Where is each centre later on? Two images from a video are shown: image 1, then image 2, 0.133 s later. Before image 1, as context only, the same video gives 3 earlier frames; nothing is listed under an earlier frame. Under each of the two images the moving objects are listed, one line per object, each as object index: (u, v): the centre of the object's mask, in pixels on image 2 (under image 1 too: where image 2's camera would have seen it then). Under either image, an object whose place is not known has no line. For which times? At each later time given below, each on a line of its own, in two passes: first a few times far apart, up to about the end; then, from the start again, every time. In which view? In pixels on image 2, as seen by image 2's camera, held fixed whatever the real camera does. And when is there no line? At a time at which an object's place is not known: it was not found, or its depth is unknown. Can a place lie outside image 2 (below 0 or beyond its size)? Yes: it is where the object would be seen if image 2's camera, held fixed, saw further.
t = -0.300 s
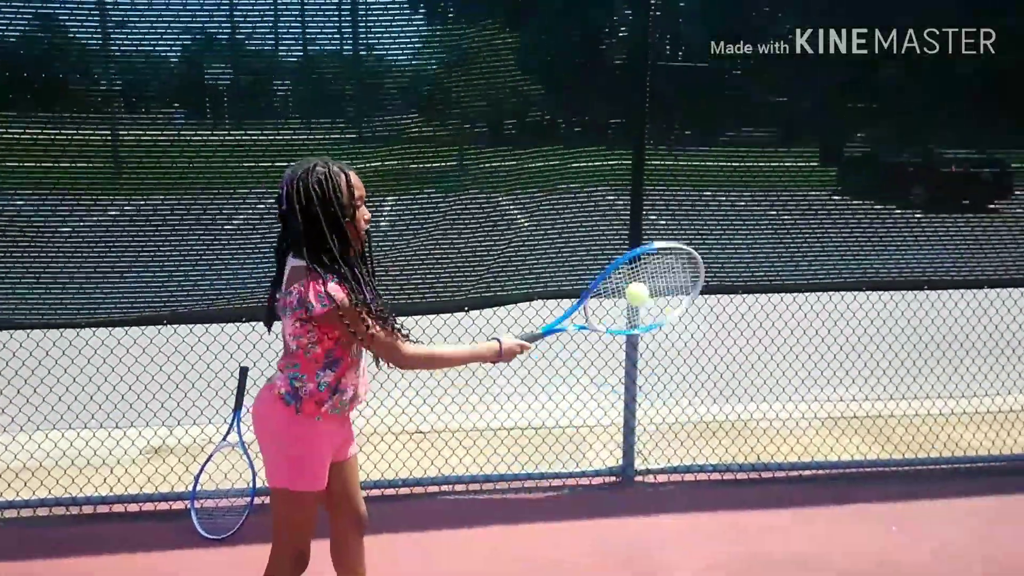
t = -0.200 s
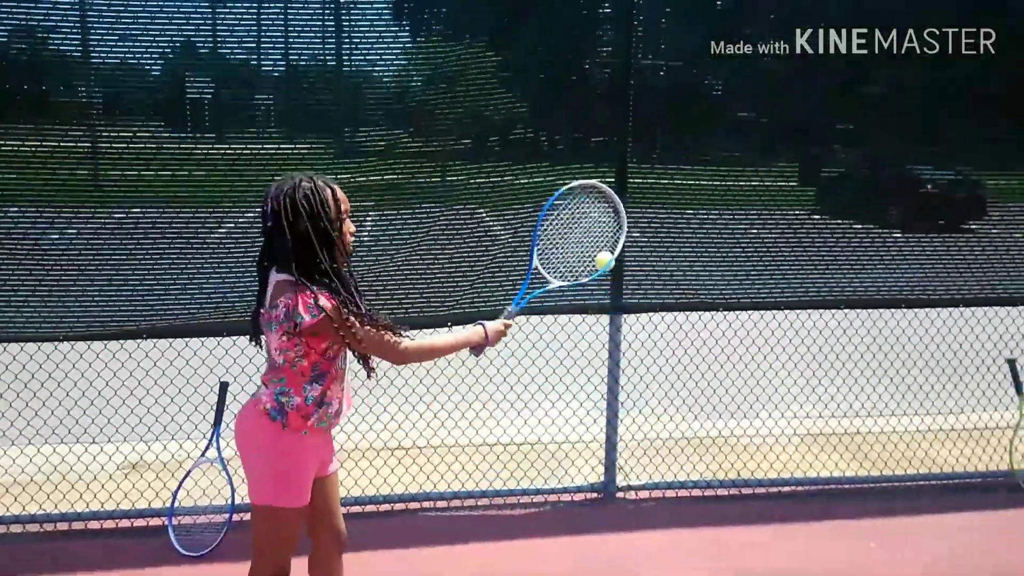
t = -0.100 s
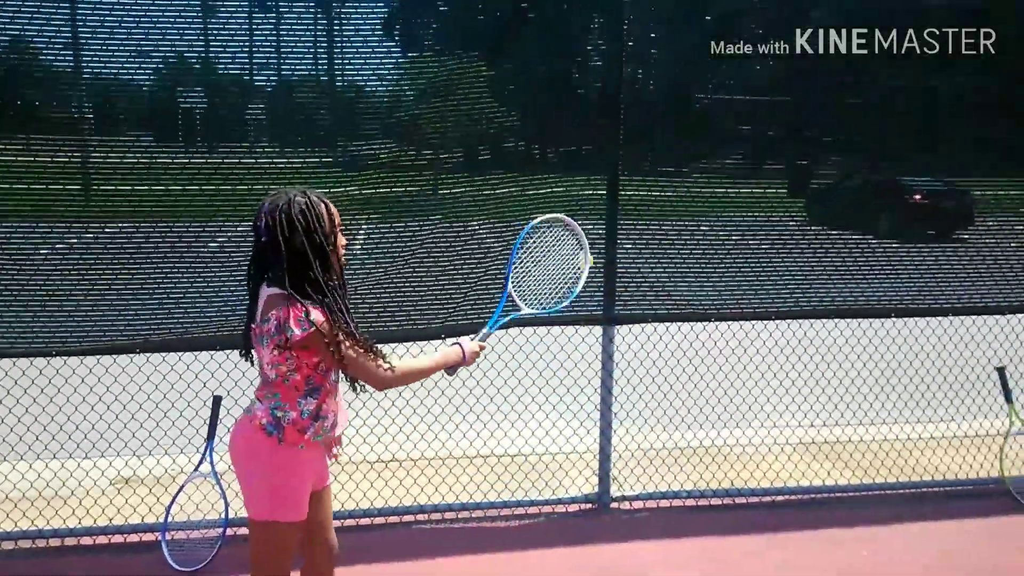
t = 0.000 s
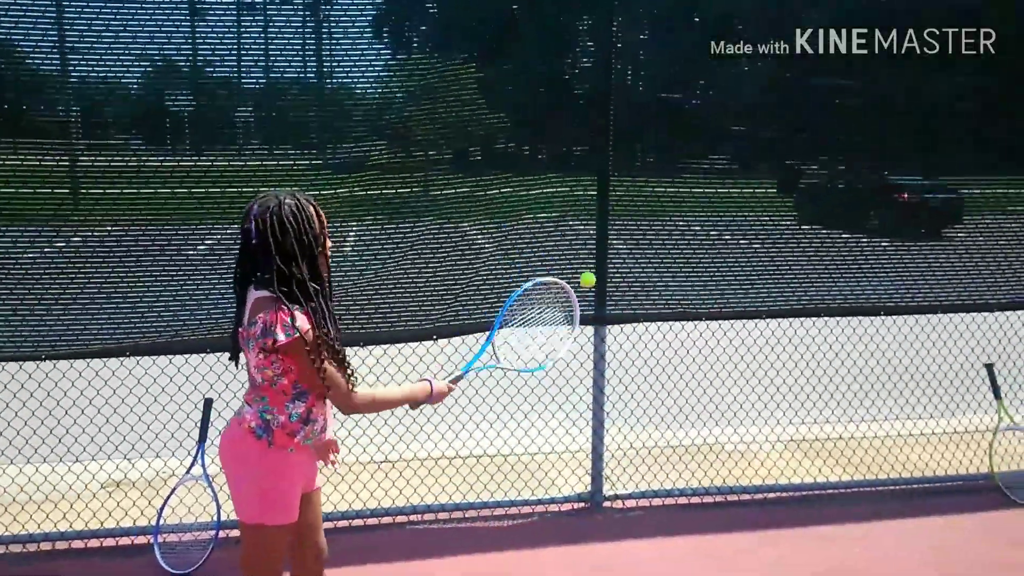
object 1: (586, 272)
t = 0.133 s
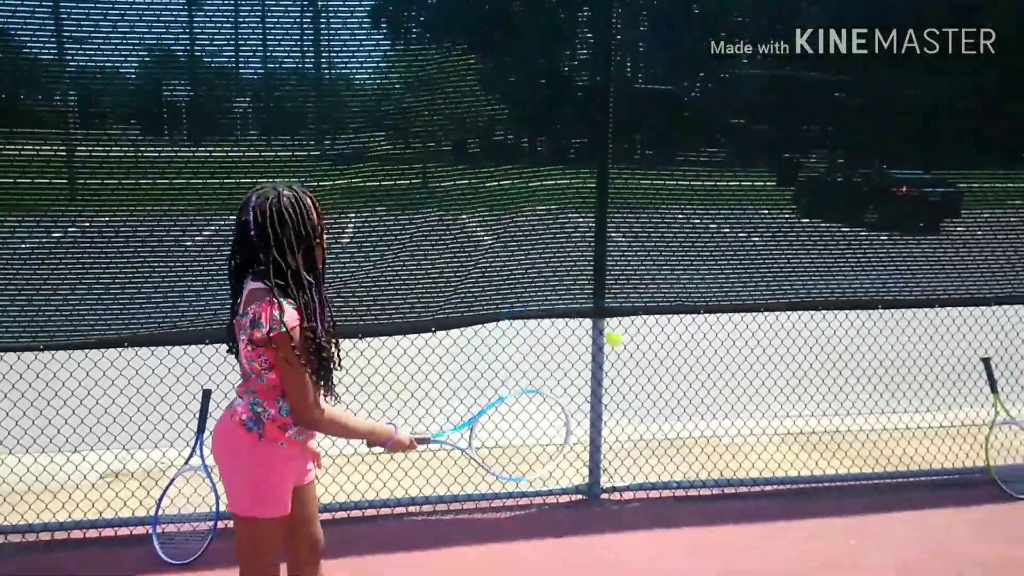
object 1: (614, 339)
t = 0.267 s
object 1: (640, 445)
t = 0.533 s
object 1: (691, 436)
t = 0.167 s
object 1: (621, 361)
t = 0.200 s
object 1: (628, 386)
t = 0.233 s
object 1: (634, 414)
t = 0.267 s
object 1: (640, 445)
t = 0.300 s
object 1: (647, 481)
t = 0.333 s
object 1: (654, 514)
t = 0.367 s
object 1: (660, 520)
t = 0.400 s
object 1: (666, 499)
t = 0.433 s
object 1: (673, 481)
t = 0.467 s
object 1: (679, 462)
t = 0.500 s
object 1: (686, 447)
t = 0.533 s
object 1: (691, 436)
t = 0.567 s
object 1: (697, 426)
